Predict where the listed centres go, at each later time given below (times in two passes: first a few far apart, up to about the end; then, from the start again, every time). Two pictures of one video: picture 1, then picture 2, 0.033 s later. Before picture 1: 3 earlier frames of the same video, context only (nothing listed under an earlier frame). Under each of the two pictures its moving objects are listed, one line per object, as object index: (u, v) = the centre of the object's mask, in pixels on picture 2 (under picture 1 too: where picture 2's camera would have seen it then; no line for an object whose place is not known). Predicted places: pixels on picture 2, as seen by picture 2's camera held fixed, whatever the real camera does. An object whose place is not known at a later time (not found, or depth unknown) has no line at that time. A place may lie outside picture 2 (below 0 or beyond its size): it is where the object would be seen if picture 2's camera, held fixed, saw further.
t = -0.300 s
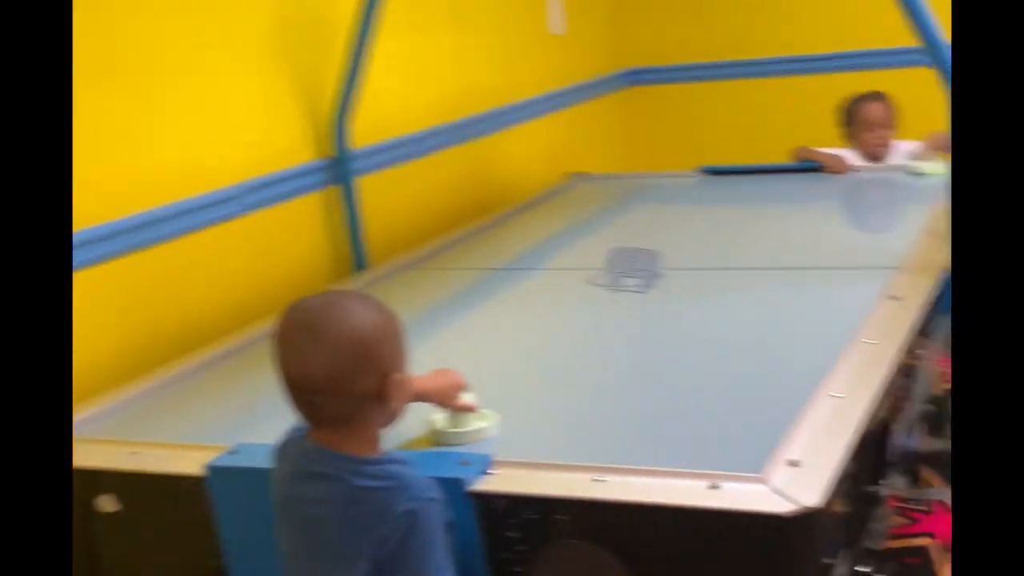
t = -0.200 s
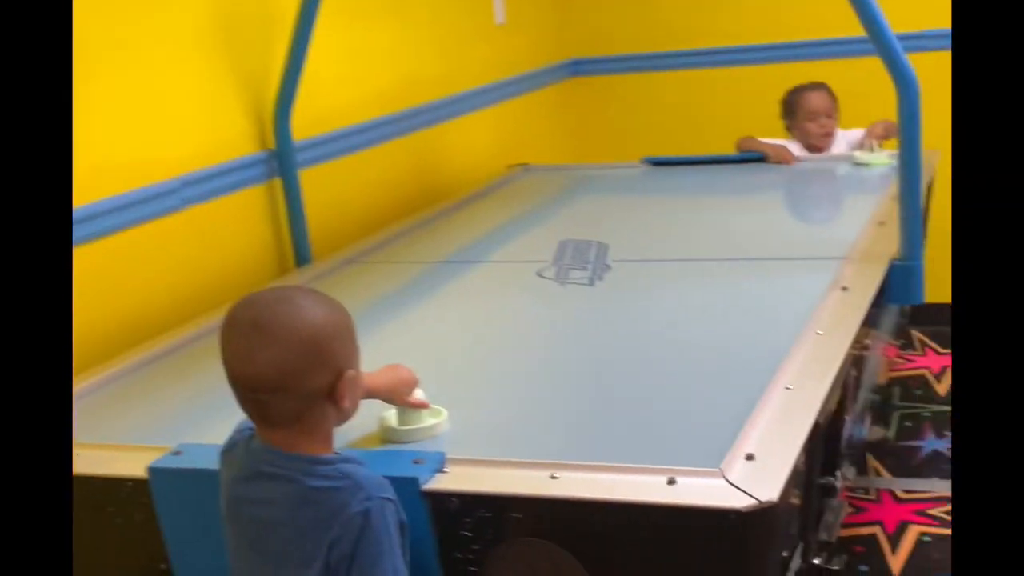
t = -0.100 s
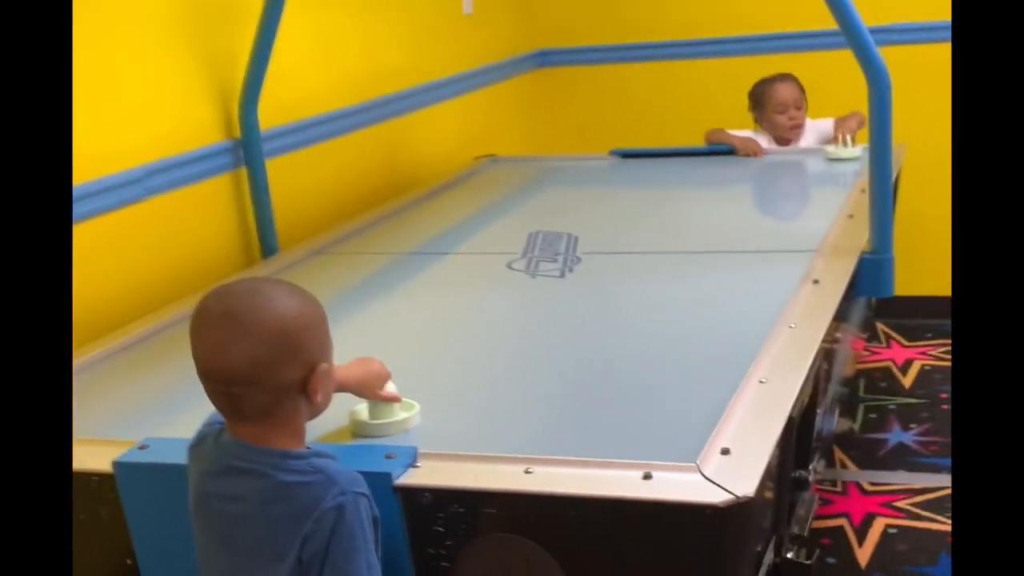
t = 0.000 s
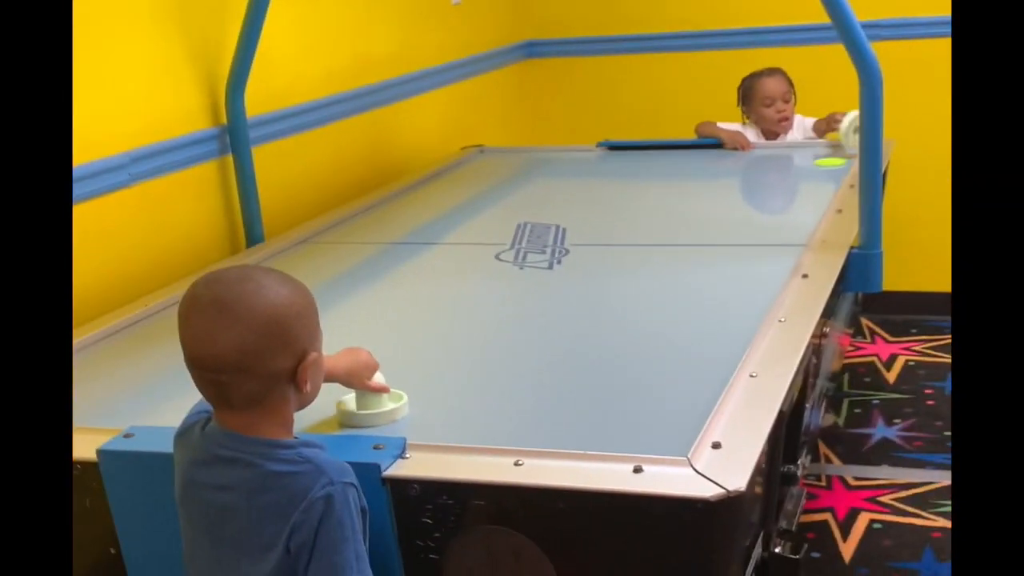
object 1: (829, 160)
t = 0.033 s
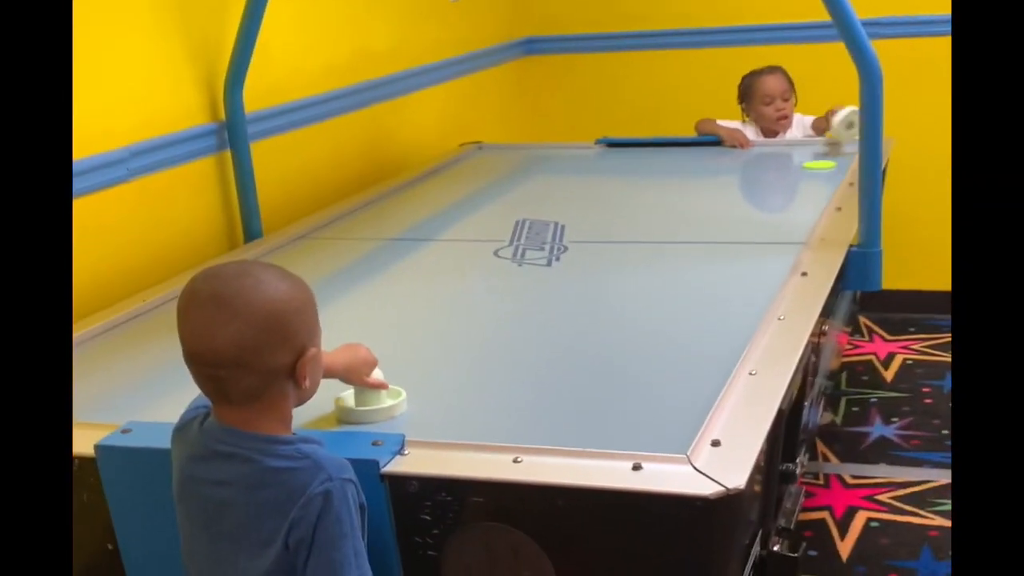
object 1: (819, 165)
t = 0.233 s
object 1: (761, 193)
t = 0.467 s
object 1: (678, 234)
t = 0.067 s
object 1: (810, 169)
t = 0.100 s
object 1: (801, 174)
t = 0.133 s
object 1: (791, 179)
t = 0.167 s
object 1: (781, 183)
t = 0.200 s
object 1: (771, 188)
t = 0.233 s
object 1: (761, 193)
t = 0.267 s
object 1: (750, 199)
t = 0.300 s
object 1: (739, 204)
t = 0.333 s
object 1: (727, 209)
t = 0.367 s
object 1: (715, 215)
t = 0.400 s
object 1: (703, 221)
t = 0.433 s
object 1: (691, 227)
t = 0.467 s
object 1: (678, 234)
